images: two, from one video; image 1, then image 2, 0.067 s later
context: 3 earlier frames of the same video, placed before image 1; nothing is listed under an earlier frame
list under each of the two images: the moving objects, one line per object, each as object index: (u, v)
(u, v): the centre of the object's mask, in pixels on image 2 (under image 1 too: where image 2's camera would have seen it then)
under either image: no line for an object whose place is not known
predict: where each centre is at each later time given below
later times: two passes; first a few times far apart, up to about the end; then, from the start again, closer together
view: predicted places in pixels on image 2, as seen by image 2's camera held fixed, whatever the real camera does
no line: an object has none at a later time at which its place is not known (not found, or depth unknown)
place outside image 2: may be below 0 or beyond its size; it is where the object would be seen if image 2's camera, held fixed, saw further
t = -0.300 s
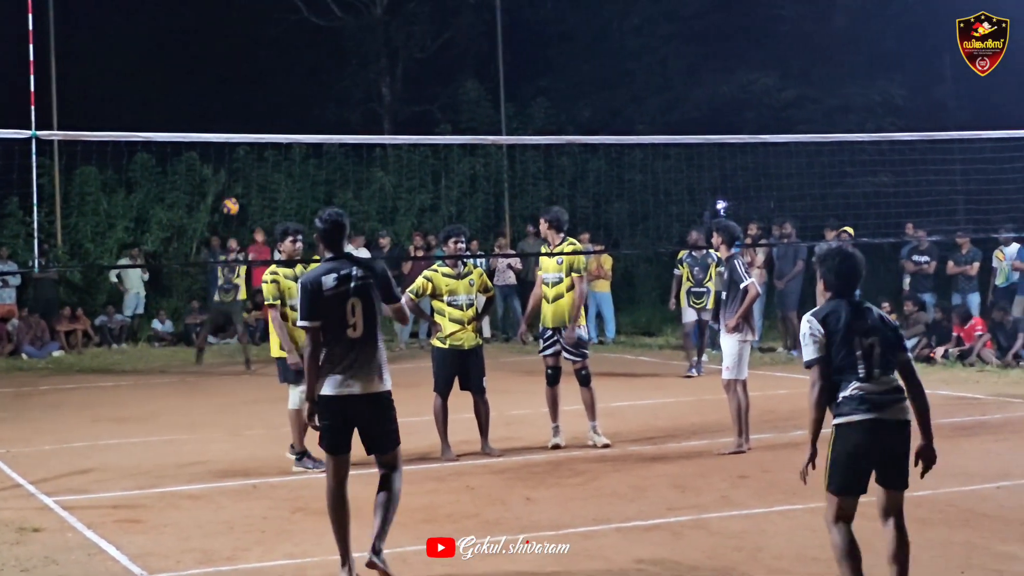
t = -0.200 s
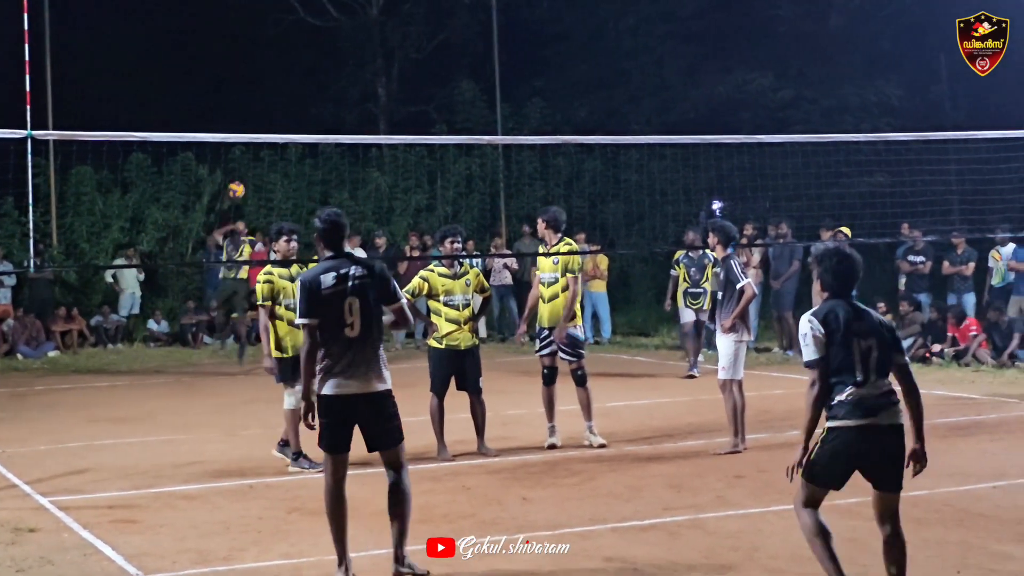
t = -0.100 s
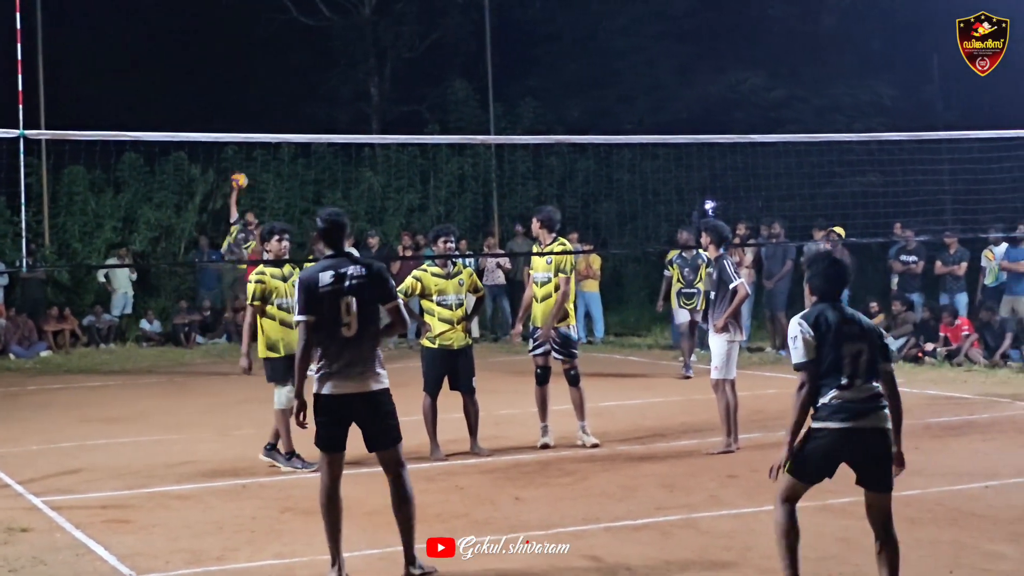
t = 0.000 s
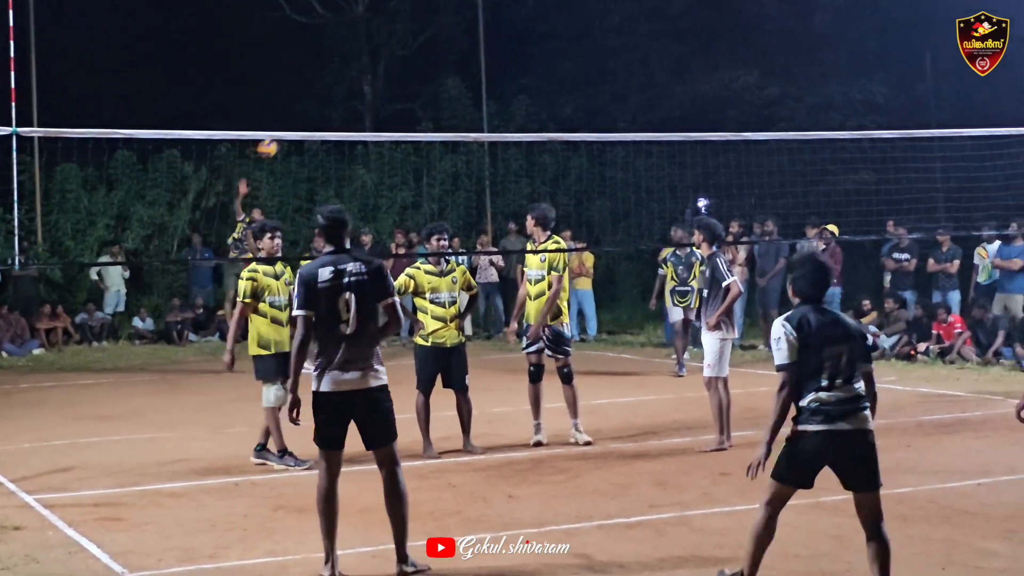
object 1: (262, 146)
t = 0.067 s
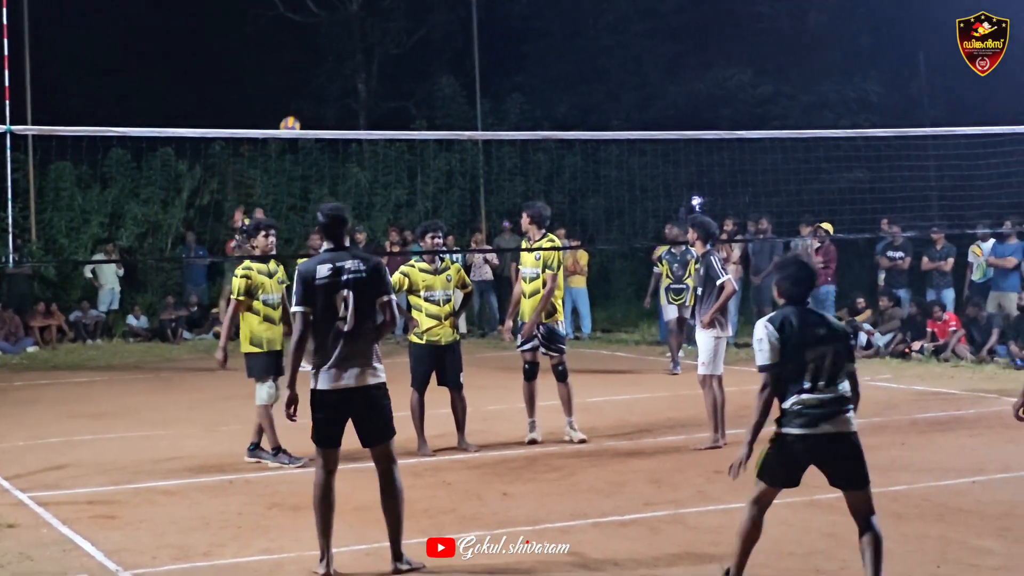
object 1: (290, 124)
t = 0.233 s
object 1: (381, 87)
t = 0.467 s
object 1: (569, 77)
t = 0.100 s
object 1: (306, 117)
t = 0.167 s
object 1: (340, 101)
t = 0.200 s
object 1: (360, 93)
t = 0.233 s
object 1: (381, 87)
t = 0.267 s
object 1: (403, 82)
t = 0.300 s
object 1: (427, 78)
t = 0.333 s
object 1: (452, 74)
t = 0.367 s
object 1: (478, 73)
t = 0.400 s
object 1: (507, 73)
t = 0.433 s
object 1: (537, 73)
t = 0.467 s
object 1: (569, 77)
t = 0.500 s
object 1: (604, 83)
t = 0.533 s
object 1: (642, 91)
